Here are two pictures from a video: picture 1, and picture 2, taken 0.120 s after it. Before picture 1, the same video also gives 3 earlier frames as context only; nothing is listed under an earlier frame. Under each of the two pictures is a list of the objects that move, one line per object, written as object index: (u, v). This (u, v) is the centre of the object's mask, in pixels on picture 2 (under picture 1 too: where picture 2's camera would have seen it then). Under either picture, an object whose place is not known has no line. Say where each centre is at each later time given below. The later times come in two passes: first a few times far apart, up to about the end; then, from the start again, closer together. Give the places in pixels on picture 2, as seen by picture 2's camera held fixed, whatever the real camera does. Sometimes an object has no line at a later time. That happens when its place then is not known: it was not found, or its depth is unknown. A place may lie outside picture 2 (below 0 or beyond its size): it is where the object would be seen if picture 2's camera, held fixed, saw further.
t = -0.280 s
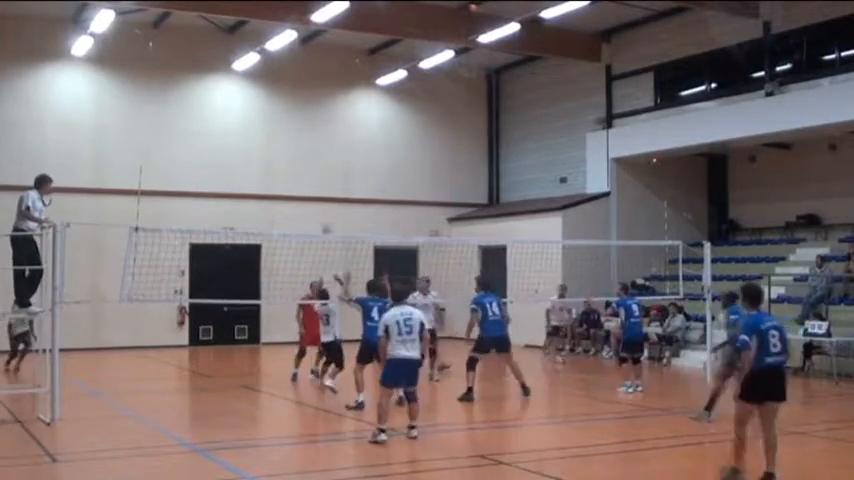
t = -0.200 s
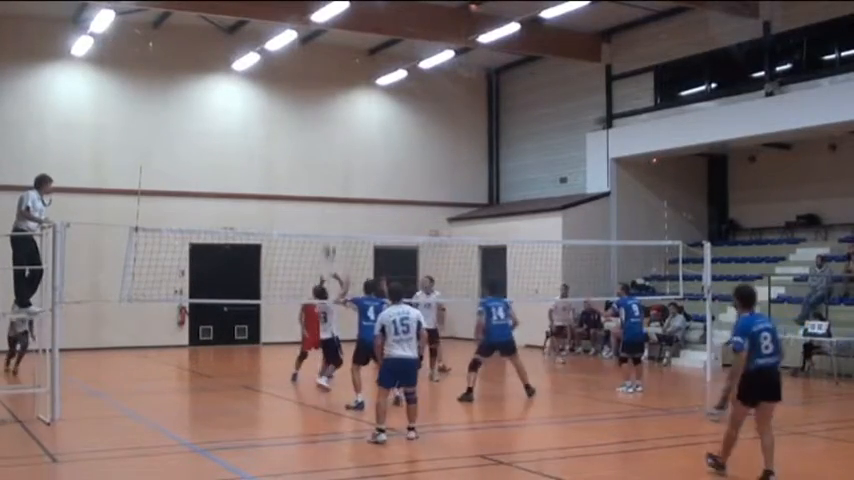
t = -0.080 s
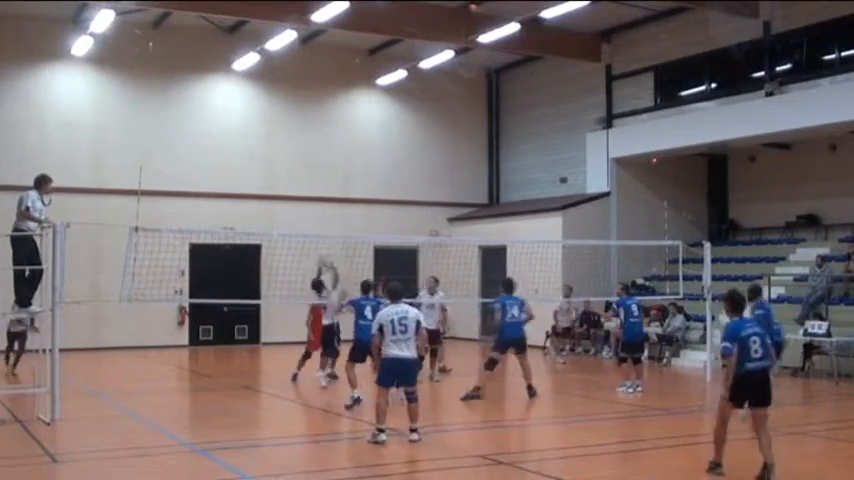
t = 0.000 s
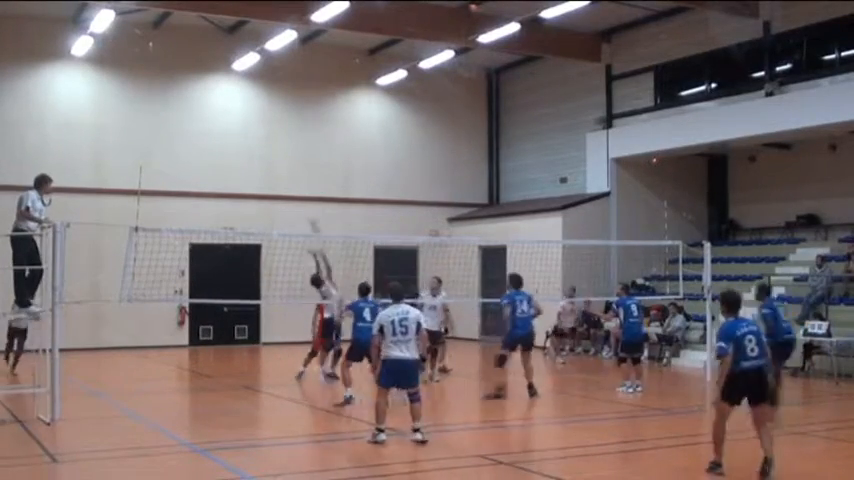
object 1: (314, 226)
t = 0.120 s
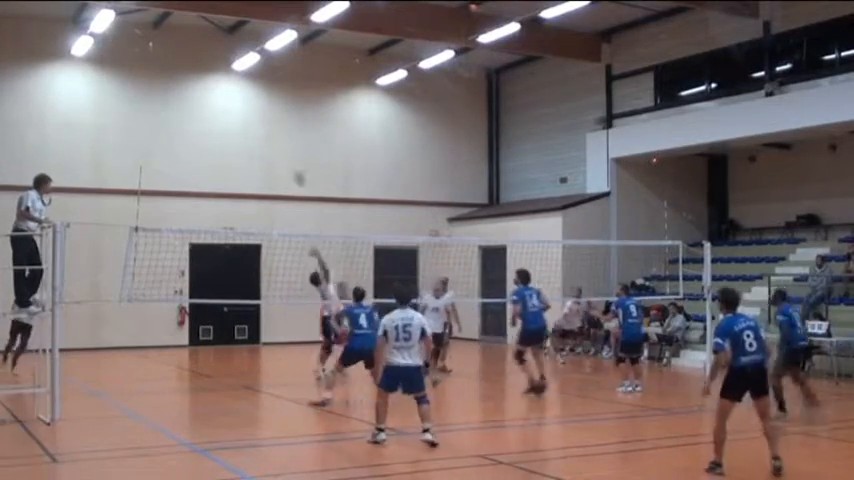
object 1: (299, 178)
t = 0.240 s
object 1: (284, 136)
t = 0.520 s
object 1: (250, 76)
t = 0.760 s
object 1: (223, 65)
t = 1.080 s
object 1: (184, 104)
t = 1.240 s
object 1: (165, 146)
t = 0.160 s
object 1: (293, 162)
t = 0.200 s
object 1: (288, 149)
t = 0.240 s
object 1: (284, 136)
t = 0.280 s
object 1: (279, 126)
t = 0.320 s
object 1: (275, 115)
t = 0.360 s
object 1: (270, 106)
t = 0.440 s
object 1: (261, 88)
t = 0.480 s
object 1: (256, 82)
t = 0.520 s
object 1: (250, 76)
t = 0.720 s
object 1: (228, 65)
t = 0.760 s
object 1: (223, 65)
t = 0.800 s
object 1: (219, 66)
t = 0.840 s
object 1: (212, 69)
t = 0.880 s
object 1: (208, 72)
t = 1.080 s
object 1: (184, 104)
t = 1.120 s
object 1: (179, 113)
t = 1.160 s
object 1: (175, 123)
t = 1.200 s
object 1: (170, 134)
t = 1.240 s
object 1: (165, 146)
